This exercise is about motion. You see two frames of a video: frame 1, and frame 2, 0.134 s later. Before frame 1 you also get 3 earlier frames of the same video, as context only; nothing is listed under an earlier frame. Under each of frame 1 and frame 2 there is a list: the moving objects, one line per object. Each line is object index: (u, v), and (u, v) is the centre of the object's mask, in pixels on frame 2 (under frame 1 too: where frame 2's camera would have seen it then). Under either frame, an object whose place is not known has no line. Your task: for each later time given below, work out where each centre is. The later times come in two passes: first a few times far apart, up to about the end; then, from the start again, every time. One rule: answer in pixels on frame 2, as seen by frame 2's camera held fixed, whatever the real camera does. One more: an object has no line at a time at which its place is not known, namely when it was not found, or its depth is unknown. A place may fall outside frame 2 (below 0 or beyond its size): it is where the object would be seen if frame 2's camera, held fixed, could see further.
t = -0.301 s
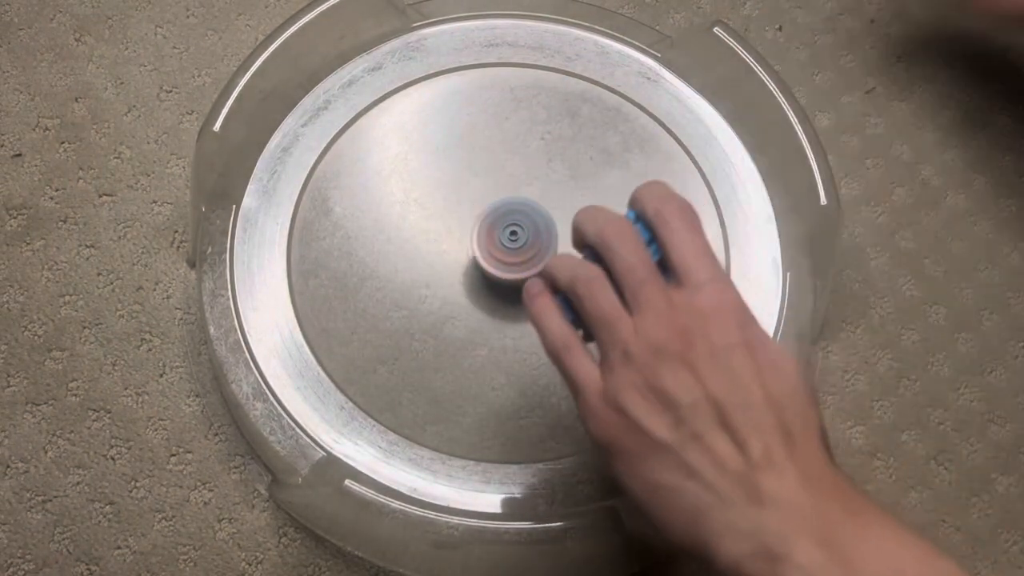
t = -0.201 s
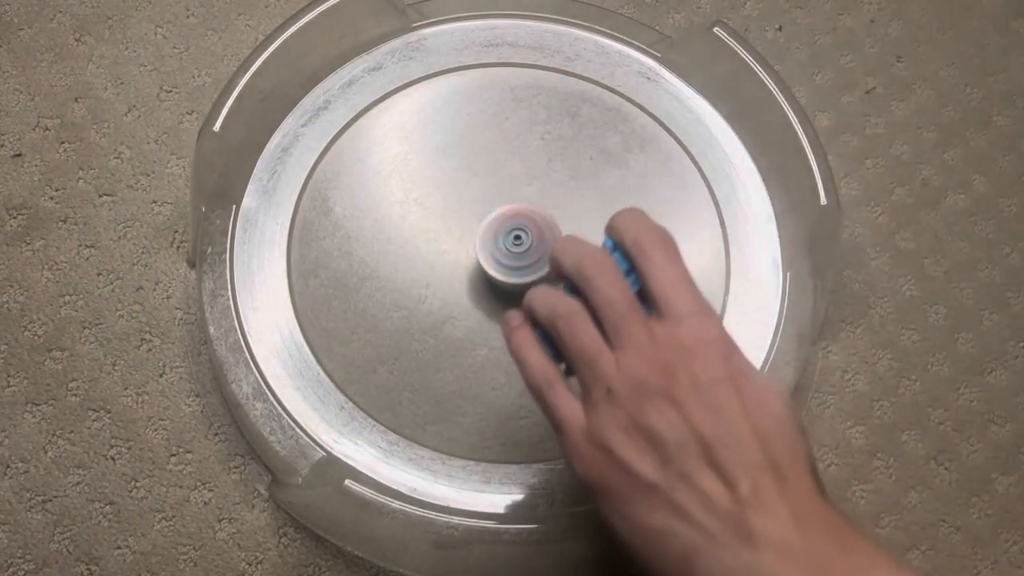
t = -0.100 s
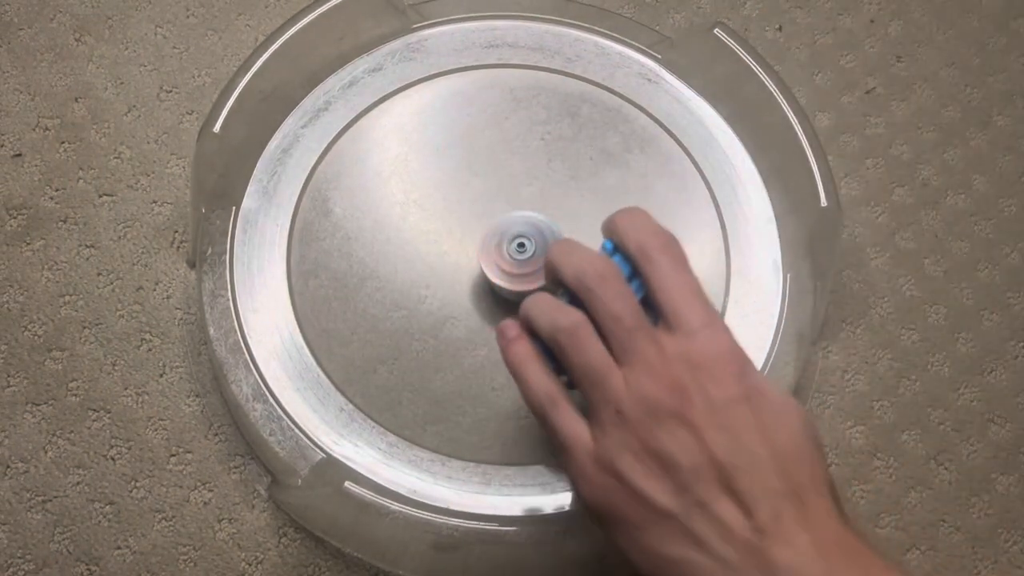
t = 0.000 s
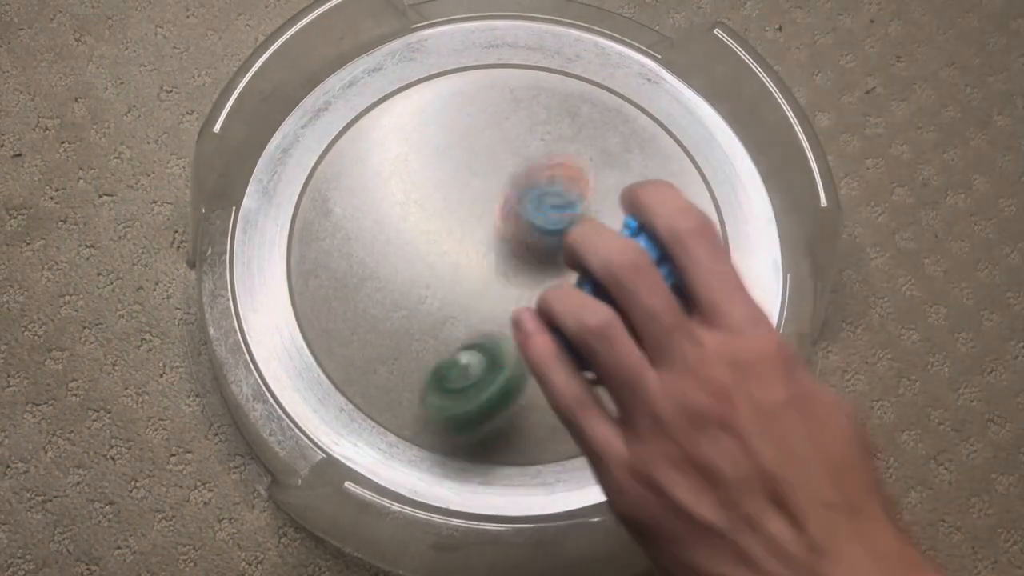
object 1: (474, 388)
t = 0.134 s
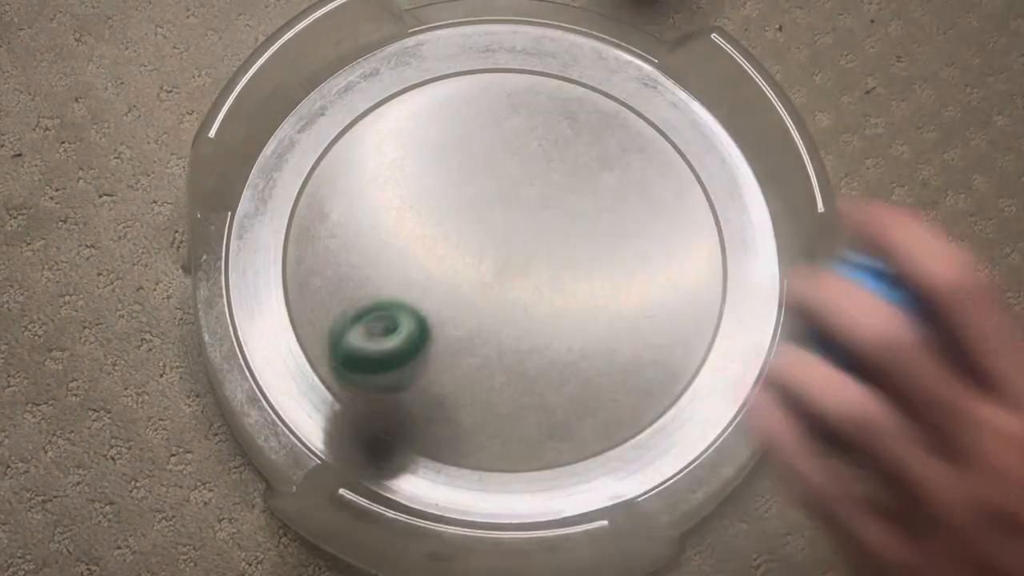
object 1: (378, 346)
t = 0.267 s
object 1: (381, 242)
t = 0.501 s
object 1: (483, 119)
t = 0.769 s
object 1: (560, 180)
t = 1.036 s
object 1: (547, 254)
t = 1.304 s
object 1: (583, 236)
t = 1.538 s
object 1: (518, 242)
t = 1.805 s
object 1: (487, 312)
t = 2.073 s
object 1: (514, 282)
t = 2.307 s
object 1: (474, 216)
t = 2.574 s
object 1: (449, 229)
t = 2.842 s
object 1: (532, 247)
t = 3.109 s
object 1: (555, 211)
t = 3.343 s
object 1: (509, 235)
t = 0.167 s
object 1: (373, 325)
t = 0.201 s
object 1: (367, 315)
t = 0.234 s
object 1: (373, 278)
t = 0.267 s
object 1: (381, 242)
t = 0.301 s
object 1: (389, 218)
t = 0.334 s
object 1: (398, 202)
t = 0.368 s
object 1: (416, 171)
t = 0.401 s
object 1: (433, 149)
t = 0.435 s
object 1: (449, 136)
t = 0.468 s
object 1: (466, 129)
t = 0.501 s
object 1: (483, 119)
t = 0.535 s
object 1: (496, 116)
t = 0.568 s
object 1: (510, 111)
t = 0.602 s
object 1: (524, 119)
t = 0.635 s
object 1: (534, 125)
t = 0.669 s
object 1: (543, 135)
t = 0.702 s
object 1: (551, 148)
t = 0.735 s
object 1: (555, 167)
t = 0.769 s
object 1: (560, 180)
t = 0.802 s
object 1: (560, 195)
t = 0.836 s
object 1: (558, 212)
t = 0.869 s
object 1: (557, 226)
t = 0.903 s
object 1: (553, 238)
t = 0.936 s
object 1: (551, 247)
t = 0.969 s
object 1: (547, 252)
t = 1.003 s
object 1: (546, 254)
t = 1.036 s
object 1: (547, 254)
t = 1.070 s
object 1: (552, 255)
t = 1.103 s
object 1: (560, 256)
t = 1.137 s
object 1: (569, 251)
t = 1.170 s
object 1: (577, 248)
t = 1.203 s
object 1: (581, 244)
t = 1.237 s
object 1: (584, 242)
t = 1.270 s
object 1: (584, 238)
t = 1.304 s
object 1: (583, 236)
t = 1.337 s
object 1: (578, 232)
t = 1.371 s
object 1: (572, 230)
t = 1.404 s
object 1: (565, 229)
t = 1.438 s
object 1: (554, 230)
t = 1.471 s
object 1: (541, 232)
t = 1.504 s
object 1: (528, 236)
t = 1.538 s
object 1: (518, 242)
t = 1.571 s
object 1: (506, 250)
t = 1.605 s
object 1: (498, 260)
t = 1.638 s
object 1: (491, 271)
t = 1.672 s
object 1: (486, 282)
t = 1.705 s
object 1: (484, 292)
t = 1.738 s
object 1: (483, 301)
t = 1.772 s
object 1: (485, 308)
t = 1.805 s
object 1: (487, 312)
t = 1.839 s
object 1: (490, 315)
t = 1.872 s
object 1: (494, 316)
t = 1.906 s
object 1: (499, 316)
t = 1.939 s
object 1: (502, 313)
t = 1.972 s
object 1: (507, 309)
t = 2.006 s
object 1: (510, 303)
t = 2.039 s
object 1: (513, 293)
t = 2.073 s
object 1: (514, 282)
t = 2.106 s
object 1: (514, 272)
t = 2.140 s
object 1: (511, 260)
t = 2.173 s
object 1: (506, 248)
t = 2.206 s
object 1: (500, 238)
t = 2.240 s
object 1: (492, 230)
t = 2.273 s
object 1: (482, 221)
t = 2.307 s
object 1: (474, 216)
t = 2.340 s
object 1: (466, 213)
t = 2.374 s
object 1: (458, 210)
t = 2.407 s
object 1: (452, 212)
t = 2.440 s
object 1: (447, 212)
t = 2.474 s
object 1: (446, 214)
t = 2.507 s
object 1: (445, 219)
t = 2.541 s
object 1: (445, 224)
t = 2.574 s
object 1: (449, 229)
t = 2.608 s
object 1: (452, 234)
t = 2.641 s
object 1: (460, 240)
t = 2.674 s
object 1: (471, 247)
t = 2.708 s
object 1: (482, 251)
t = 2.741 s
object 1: (496, 253)
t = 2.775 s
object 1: (507, 255)
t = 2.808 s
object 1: (519, 252)
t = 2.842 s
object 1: (532, 247)
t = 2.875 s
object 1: (541, 244)
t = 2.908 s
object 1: (548, 238)
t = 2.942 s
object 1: (555, 230)
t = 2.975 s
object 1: (559, 224)
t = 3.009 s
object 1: (561, 220)
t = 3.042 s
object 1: (561, 216)
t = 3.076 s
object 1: (560, 214)
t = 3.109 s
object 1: (555, 211)
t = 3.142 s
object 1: (552, 210)
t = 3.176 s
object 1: (545, 211)
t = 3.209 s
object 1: (540, 212)
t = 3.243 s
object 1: (533, 214)
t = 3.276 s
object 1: (525, 220)
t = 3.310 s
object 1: (516, 227)
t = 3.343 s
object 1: (509, 235)
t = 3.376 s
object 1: (503, 245)
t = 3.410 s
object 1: (499, 254)
